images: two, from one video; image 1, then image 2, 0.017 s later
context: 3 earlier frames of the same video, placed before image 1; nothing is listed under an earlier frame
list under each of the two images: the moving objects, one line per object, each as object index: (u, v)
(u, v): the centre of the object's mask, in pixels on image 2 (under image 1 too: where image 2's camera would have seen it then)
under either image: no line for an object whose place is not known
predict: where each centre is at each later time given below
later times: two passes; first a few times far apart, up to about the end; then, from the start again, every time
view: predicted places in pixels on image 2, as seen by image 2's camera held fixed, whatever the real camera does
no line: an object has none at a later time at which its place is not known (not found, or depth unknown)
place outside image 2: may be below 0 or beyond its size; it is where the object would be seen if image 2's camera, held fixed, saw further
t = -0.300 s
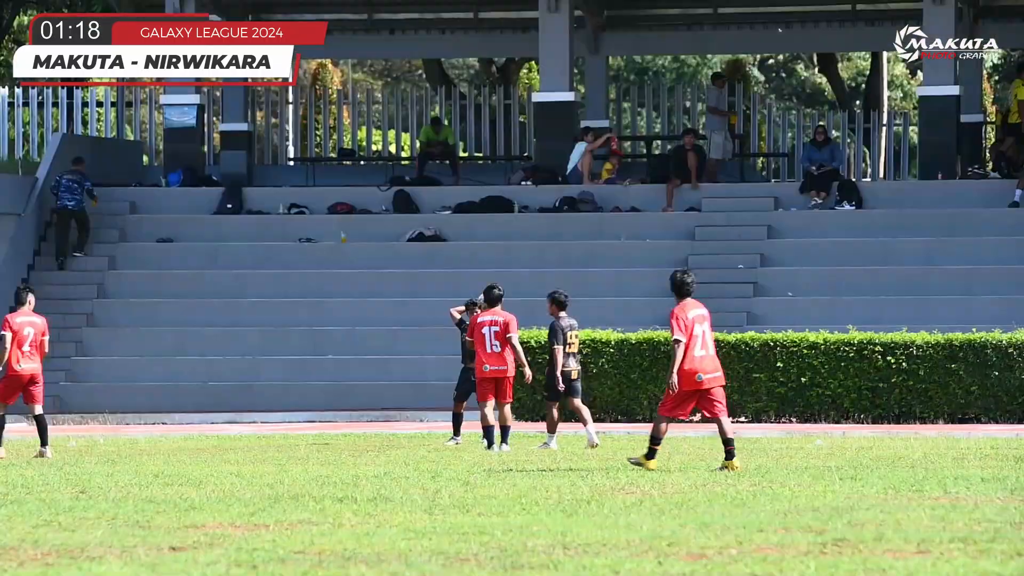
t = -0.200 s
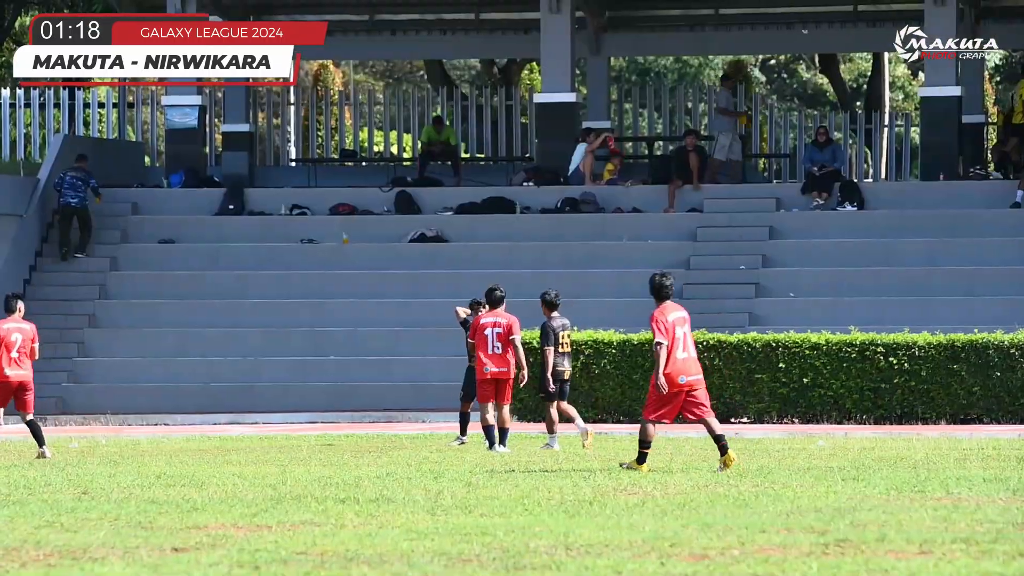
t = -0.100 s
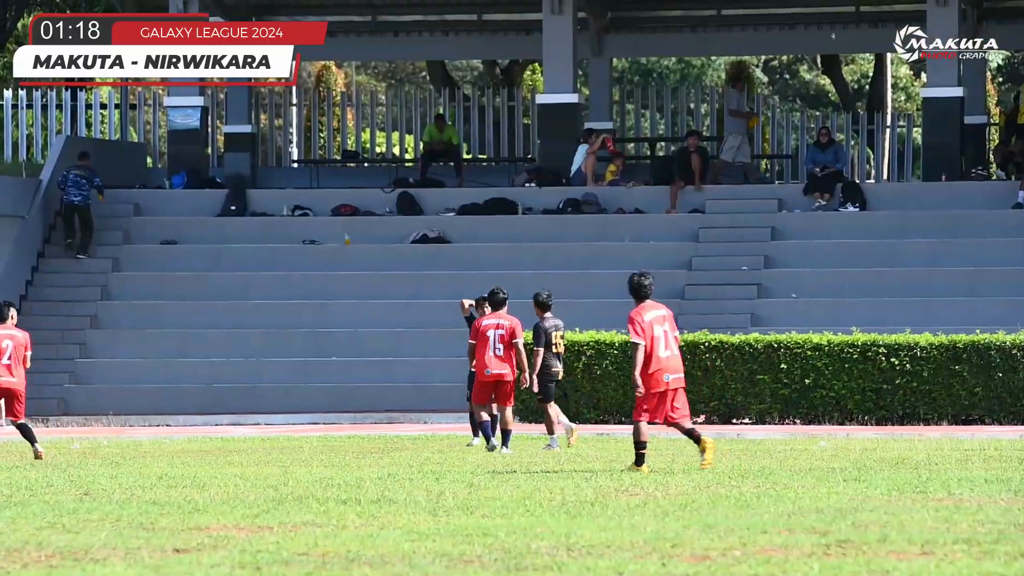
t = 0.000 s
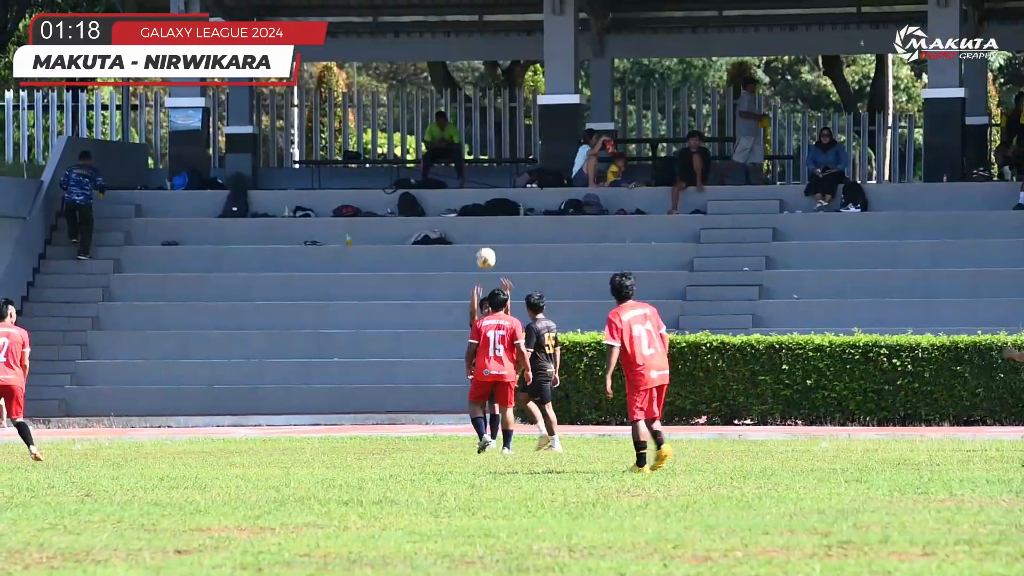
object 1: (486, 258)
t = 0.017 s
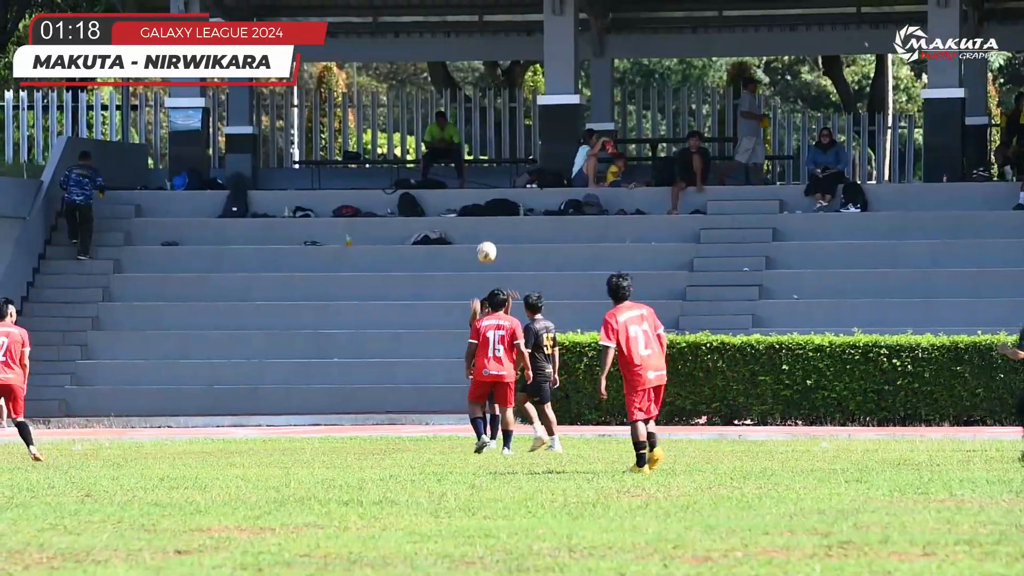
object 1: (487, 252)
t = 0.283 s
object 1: (502, 180)
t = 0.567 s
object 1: (527, 173)
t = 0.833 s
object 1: (558, 237)
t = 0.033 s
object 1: (487, 246)
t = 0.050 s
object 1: (488, 240)
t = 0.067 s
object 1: (489, 234)
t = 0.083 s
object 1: (489, 228)
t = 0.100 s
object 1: (490, 223)
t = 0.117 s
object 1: (491, 218)
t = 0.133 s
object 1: (492, 213)
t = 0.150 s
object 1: (493, 209)
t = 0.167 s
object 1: (494, 205)
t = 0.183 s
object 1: (495, 200)
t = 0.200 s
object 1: (496, 196)
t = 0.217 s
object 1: (497, 192)
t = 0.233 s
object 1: (498, 189)
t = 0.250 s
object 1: (499, 186)
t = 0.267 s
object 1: (500, 183)
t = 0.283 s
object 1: (502, 180)
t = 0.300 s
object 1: (503, 178)
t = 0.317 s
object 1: (504, 176)
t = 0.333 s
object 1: (505, 174)
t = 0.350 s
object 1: (507, 172)
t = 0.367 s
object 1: (508, 171)
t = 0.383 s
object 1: (510, 169)
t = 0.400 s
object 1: (511, 168)
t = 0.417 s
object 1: (512, 168)
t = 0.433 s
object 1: (514, 167)
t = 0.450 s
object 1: (515, 167)
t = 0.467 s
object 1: (517, 167)
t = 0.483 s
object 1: (519, 167)
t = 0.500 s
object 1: (520, 168)
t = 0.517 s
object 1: (522, 169)
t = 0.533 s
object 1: (524, 170)
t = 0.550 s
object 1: (525, 171)
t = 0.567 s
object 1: (527, 173)
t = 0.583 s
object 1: (529, 174)
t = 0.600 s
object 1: (531, 177)
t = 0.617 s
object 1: (532, 179)
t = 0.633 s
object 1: (534, 182)
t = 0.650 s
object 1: (536, 184)
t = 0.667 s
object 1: (538, 188)
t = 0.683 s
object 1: (540, 191)
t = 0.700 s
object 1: (542, 195)
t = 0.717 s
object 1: (544, 199)
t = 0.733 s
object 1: (546, 204)
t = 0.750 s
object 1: (548, 209)
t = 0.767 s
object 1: (550, 214)
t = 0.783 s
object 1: (552, 219)
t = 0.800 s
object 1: (554, 224)
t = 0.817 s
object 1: (556, 230)
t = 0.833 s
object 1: (558, 237)
